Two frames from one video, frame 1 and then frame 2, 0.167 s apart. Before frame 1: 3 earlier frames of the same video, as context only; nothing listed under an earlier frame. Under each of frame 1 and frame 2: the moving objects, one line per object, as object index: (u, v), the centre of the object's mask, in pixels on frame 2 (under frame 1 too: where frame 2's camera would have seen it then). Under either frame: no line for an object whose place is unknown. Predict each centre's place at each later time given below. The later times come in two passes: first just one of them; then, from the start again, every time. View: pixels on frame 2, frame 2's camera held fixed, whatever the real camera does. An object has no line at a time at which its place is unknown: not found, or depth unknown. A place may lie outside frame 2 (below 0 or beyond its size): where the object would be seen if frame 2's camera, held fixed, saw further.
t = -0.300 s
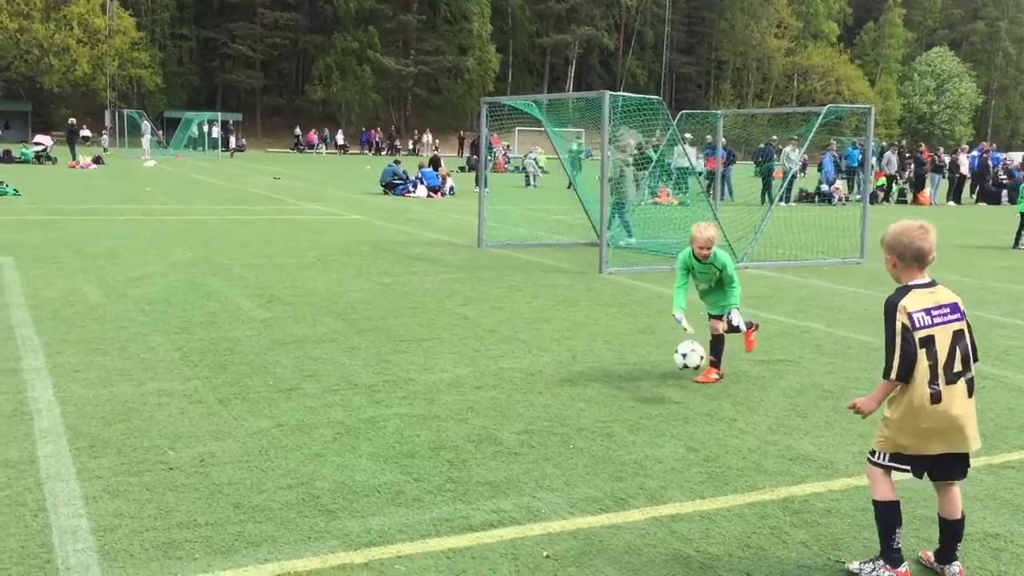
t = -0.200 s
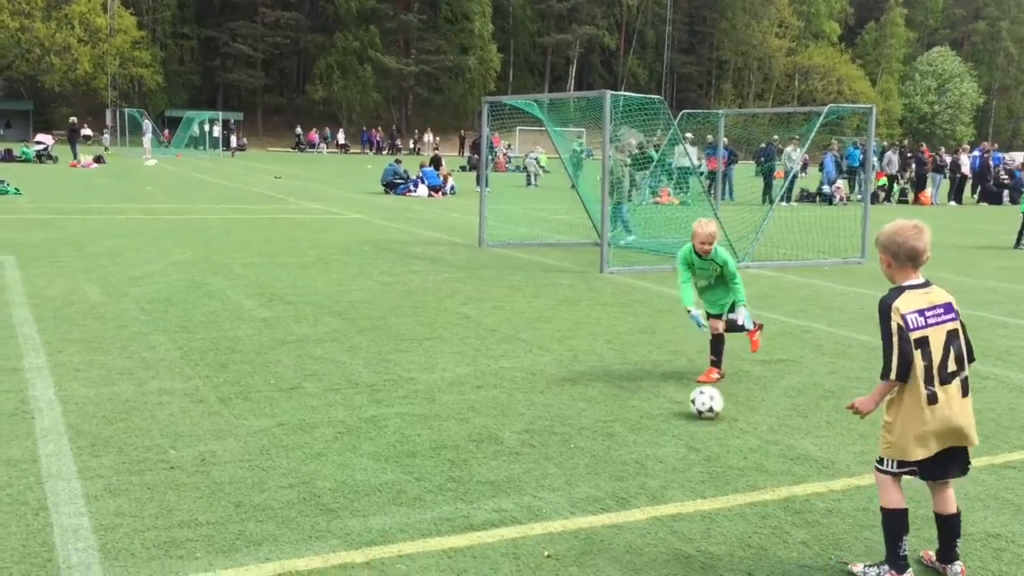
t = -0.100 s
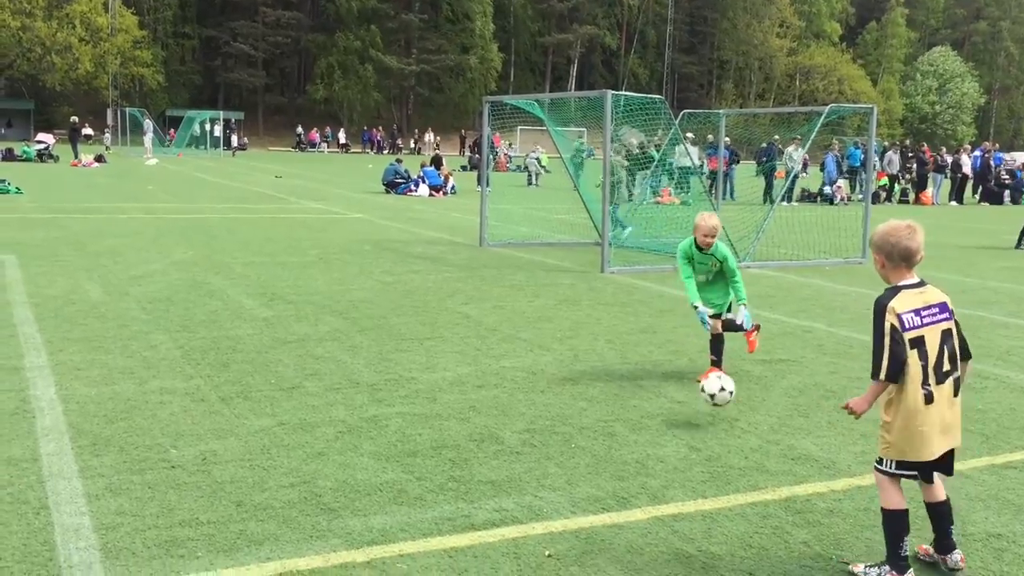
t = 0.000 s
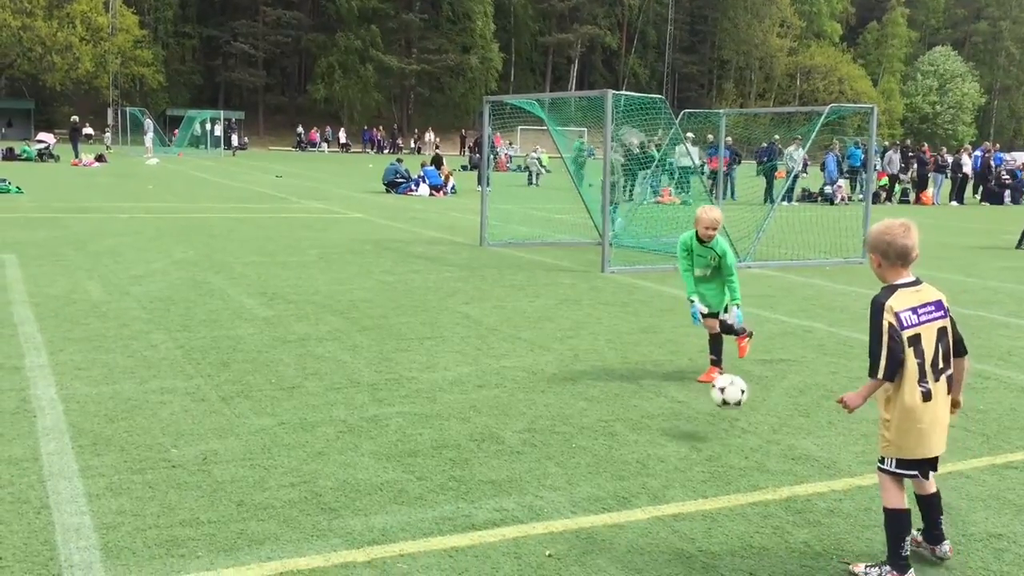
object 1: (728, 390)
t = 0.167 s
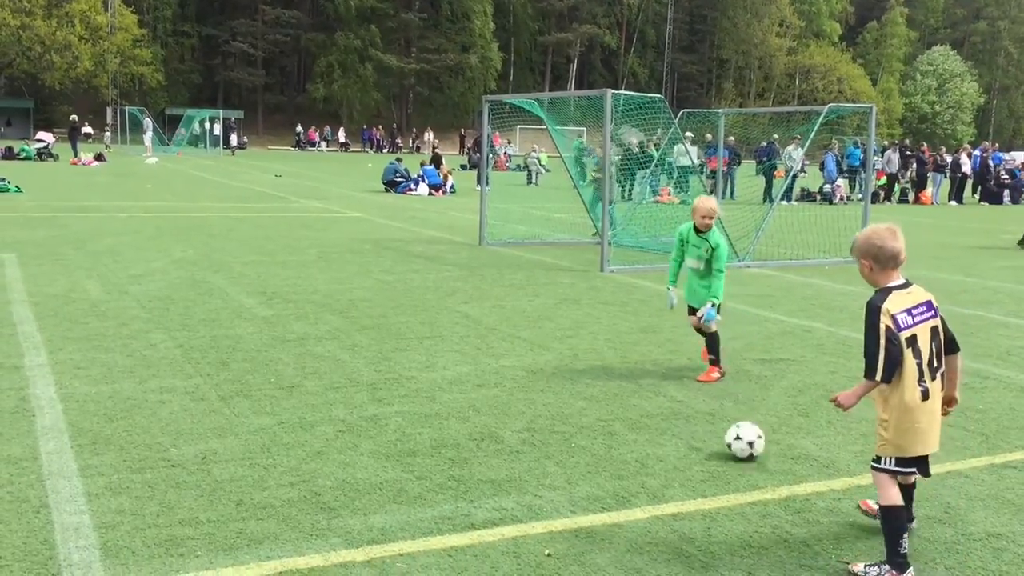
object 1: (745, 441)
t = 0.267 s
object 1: (761, 442)
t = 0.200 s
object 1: (750, 439)
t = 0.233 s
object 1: (756, 440)
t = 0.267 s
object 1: (761, 442)
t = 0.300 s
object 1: (766, 446)
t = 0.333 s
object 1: (772, 454)
